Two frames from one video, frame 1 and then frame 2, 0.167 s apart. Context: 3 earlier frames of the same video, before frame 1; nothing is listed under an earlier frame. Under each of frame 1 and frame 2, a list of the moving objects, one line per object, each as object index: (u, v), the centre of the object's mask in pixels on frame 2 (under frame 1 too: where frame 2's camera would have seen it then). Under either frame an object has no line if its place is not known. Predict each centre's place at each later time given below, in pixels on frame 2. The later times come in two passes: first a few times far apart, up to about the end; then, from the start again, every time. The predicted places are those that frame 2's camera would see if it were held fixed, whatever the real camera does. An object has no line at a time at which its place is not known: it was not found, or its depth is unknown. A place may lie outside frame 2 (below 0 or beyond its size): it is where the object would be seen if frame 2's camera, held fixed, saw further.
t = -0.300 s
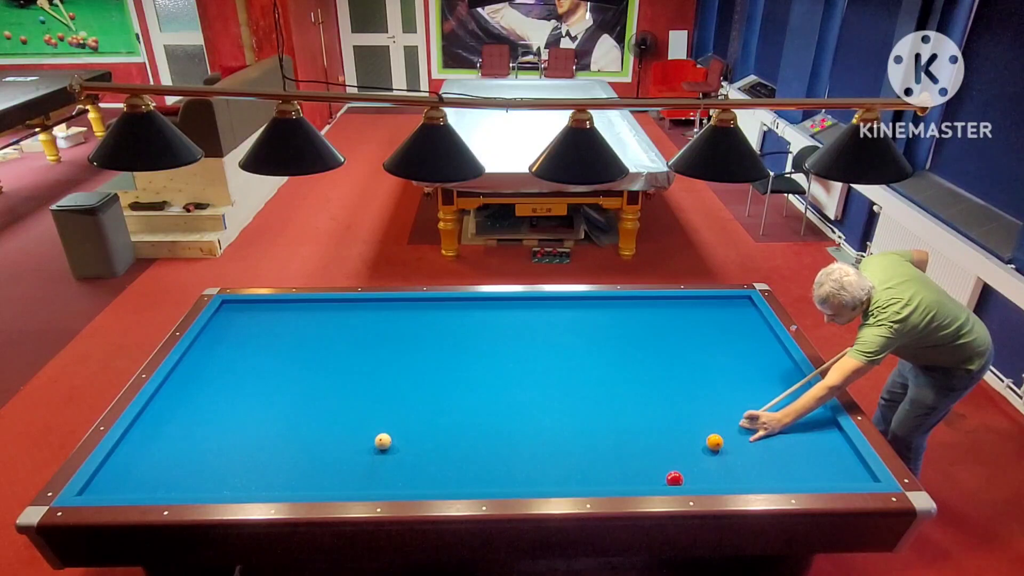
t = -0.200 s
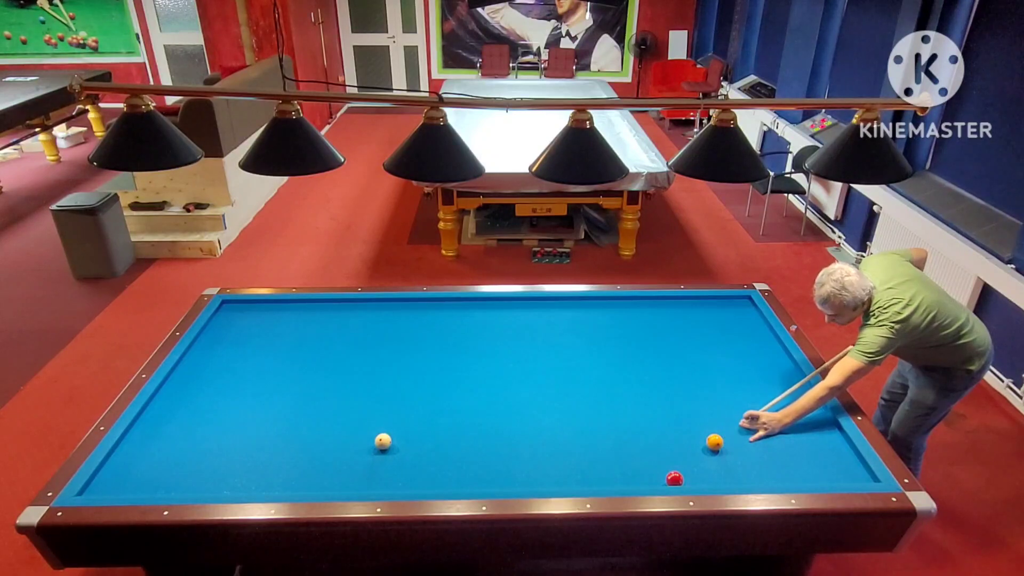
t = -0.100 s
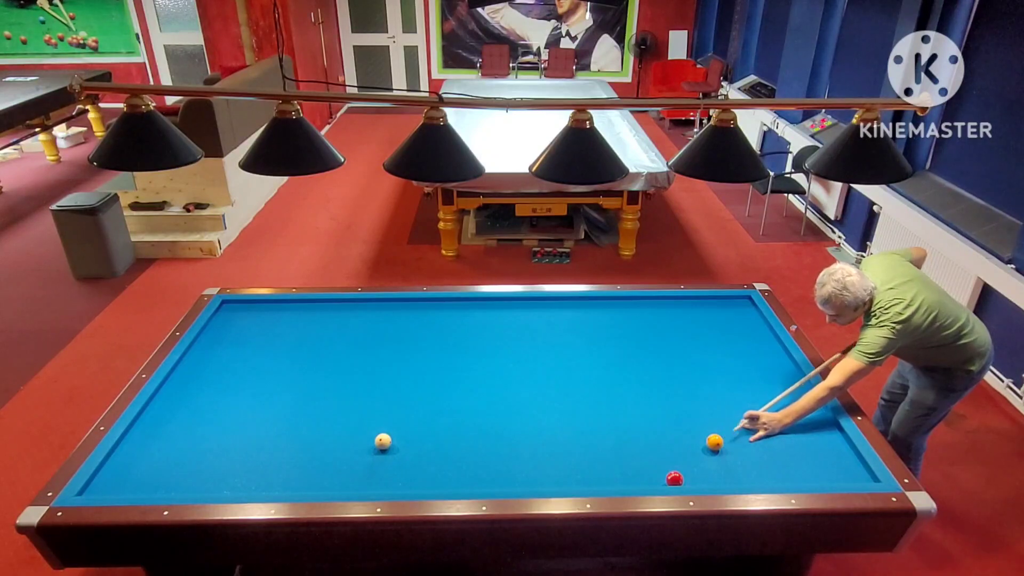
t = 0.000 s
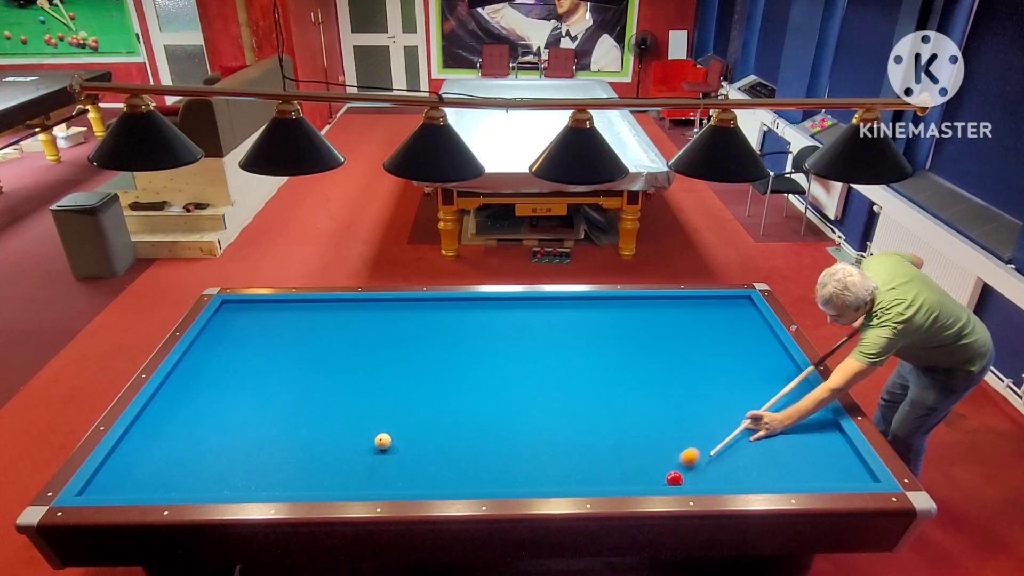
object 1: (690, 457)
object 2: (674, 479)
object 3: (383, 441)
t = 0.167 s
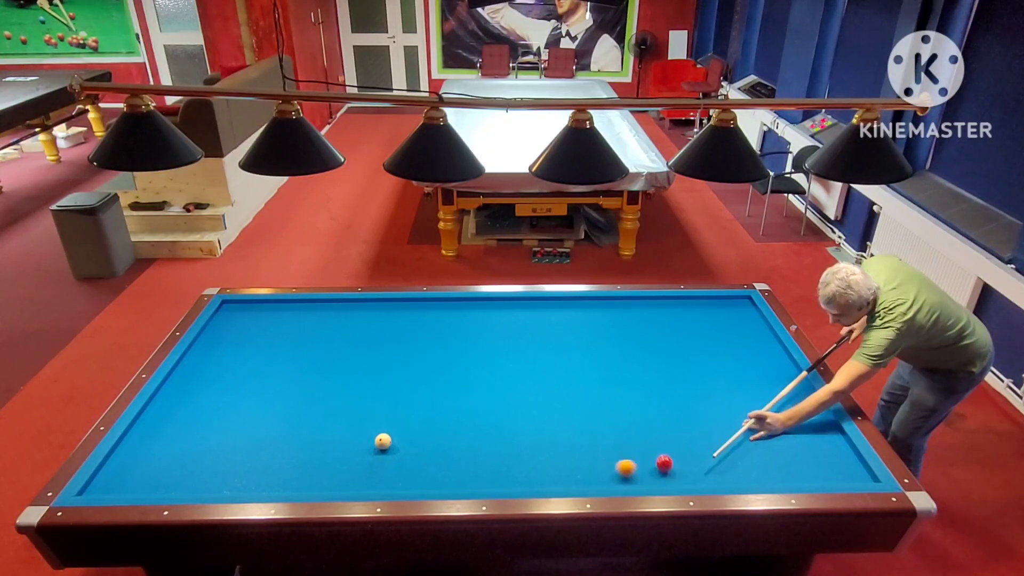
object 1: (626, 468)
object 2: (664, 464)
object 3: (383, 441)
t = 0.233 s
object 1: (601, 470)
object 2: (659, 455)
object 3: (383, 441)
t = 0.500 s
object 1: (500, 481)
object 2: (640, 422)
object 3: (383, 441)
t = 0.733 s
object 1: (413, 482)
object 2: (626, 398)
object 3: (383, 441)
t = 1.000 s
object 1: (319, 479)
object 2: (611, 373)
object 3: (383, 441)
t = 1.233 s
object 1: (239, 476)
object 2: (600, 353)
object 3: (383, 441)
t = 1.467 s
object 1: (160, 474)
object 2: (590, 335)
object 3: (383, 441)
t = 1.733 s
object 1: (122, 477)
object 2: (580, 317)
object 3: (383, 441)
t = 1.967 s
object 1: (162, 488)
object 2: (572, 303)
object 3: (383, 441)
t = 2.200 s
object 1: (201, 484)
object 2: (569, 306)
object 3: (383, 441)
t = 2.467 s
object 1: (245, 476)
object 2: (568, 315)
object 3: (383, 441)
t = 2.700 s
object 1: (281, 469)
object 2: (566, 323)
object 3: (383, 441)
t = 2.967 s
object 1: (321, 461)
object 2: (565, 332)
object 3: (383, 441)
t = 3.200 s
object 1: (354, 455)
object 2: (563, 341)
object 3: (383, 441)
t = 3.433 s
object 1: (381, 453)
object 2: (562, 349)
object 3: (388, 438)
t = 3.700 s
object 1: (403, 456)
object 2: (561, 359)
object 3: (398, 429)
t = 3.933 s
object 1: (422, 459)
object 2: (559, 367)
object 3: (407, 423)
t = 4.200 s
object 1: (443, 462)
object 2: (558, 377)
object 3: (416, 416)
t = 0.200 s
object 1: (613, 469)
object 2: (662, 459)
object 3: (383, 441)
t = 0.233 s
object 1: (601, 470)
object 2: (659, 455)
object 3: (383, 441)
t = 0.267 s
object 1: (588, 472)
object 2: (656, 451)
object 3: (383, 441)
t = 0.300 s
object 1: (576, 473)
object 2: (654, 446)
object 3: (383, 441)
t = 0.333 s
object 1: (563, 475)
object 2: (652, 442)
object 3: (383, 441)
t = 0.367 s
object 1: (551, 477)
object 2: (649, 438)
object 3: (383, 441)
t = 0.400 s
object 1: (538, 478)
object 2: (647, 434)
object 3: (383, 441)
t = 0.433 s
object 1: (525, 479)
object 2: (645, 430)
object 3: (383, 441)
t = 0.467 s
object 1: (512, 480)
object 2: (643, 426)
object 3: (383, 441)
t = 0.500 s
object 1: (500, 481)
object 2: (640, 422)
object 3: (383, 441)
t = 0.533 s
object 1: (486, 482)
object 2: (638, 419)
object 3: (383, 441)
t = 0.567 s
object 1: (474, 483)
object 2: (636, 415)
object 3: (383, 441)
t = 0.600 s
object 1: (462, 482)
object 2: (634, 412)
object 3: (383, 441)
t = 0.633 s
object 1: (449, 482)
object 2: (632, 408)
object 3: (383, 441)
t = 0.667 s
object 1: (437, 482)
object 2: (630, 404)
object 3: (383, 441)
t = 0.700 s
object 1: (426, 482)
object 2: (628, 401)
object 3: (383, 441)
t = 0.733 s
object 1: (413, 482)
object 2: (626, 398)
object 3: (383, 441)
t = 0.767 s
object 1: (402, 482)
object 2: (624, 394)
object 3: (383, 441)
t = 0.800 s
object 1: (390, 481)
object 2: (622, 391)
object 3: (383, 441)
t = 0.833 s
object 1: (378, 481)
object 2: (620, 388)
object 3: (383, 441)
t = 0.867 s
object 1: (366, 481)
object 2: (618, 385)
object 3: (383, 441)
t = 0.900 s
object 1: (355, 480)
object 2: (617, 382)
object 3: (383, 441)
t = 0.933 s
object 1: (342, 480)
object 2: (615, 379)
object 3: (383, 441)
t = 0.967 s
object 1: (331, 479)
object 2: (613, 376)
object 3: (383, 441)
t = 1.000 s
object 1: (319, 479)
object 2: (611, 373)
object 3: (383, 441)
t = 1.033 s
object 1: (308, 479)
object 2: (610, 370)
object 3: (383, 441)
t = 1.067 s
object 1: (296, 478)
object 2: (608, 367)
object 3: (383, 441)
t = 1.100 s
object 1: (285, 478)
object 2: (607, 364)
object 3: (383, 441)
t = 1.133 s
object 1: (273, 477)
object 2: (605, 361)
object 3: (383, 441)
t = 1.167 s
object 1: (262, 477)
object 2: (603, 358)
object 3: (383, 441)
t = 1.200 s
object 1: (250, 477)
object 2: (602, 356)
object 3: (383, 441)
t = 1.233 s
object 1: (239, 476)
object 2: (600, 353)
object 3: (383, 441)
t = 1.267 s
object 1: (227, 476)
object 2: (599, 350)
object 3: (383, 441)
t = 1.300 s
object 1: (216, 475)
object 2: (597, 348)
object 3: (383, 441)
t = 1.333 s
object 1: (205, 475)
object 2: (596, 345)
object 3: (383, 441)
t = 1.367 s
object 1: (193, 475)
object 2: (595, 343)
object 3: (383, 441)
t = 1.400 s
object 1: (182, 474)
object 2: (593, 340)
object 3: (383, 441)
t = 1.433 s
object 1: (171, 474)
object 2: (592, 338)
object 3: (383, 441)
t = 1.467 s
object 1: (160, 474)
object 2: (590, 335)
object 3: (383, 441)
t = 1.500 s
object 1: (149, 473)
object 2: (589, 333)
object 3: (383, 441)
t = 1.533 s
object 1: (137, 473)
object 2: (588, 331)
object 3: (383, 441)
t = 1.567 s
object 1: (126, 472)
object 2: (586, 328)
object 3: (383, 441)
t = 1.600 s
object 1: (116, 472)
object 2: (585, 326)
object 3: (383, 441)
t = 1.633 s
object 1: (104, 471)
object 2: (584, 324)
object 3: (383, 441)
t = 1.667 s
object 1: (107, 473)
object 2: (582, 322)
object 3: (383, 441)
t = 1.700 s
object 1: (115, 475)
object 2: (581, 320)
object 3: (383, 441)
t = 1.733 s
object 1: (122, 477)
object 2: (580, 317)
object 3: (383, 441)
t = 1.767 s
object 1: (129, 479)
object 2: (579, 315)
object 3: (383, 441)
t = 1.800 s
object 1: (136, 480)
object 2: (577, 313)
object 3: (383, 441)
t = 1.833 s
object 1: (142, 482)
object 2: (576, 311)
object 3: (383, 441)
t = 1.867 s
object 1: (147, 484)
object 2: (575, 309)
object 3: (383, 441)
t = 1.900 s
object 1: (152, 485)
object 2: (574, 307)
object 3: (383, 441)
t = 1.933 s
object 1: (157, 487)
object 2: (573, 305)
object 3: (383, 441)
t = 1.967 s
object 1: (162, 488)
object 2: (572, 303)
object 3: (383, 441)
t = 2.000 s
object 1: (167, 489)
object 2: (571, 301)
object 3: (383, 441)
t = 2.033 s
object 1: (173, 488)
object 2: (570, 300)
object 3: (383, 441)
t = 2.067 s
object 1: (179, 487)
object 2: (570, 301)
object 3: (383, 441)
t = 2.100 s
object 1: (184, 486)
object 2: (569, 303)
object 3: (383, 441)
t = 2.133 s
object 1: (190, 486)
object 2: (569, 304)
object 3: (383, 441)
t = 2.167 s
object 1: (196, 485)
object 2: (569, 305)
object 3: (383, 441)
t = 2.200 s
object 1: (201, 484)
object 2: (569, 306)
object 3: (383, 441)
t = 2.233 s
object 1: (207, 483)
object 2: (569, 307)
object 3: (383, 441)
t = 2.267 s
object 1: (212, 482)
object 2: (569, 309)
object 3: (383, 441)
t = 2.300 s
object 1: (218, 481)
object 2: (569, 310)
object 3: (383, 441)
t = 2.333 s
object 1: (224, 480)
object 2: (568, 311)
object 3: (383, 441)
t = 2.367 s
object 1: (229, 479)
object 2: (568, 312)
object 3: (383, 441)
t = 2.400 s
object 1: (234, 478)
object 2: (568, 313)
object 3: (383, 441)
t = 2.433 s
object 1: (240, 477)
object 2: (568, 314)
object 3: (383, 441)
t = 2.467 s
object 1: (245, 476)
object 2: (568, 315)
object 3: (383, 441)
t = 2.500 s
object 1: (250, 475)
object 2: (568, 316)
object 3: (383, 441)
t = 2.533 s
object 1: (255, 474)
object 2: (567, 317)
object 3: (383, 441)
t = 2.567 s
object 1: (261, 473)
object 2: (567, 319)
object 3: (383, 441)
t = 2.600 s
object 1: (266, 472)
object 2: (567, 320)
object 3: (383, 441)
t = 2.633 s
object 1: (271, 471)
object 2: (567, 321)
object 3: (383, 441)
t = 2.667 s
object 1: (276, 470)
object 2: (567, 322)
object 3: (383, 441)
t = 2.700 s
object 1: (281, 469)
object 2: (566, 323)
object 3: (383, 441)
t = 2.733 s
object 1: (287, 468)
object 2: (566, 324)
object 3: (383, 441)
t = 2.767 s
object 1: (291, 467)
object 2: (566, 325)
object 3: (383, 441)
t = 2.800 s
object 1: (296, 466)
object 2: (566, 327)
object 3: (383, 441)
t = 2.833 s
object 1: (302, 465)
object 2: (566, 328)
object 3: (383, 441)
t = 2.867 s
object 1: (307, 464)
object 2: (565, 329)
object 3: (383, 441)
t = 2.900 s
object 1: (311, 463)
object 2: (565, 330)
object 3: (383, 441)
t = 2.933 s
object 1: (316, 462)
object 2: (565, 331)
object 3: (383, 441)
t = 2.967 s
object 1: (321, 461)
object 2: (565, 332)
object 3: (383, 441)
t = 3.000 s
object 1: (326, 461)
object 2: (565, 334)
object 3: (383, 441)
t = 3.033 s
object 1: (330, 460)
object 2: (565, 335)
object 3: (383, 441)
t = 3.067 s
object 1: (335, 458)
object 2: (564, 336)
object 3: (383, 441)
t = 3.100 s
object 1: (340, 457)
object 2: (564, 337)
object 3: (383, 441)
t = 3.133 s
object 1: (345, 457)
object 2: (564, 338)
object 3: (383, 441)
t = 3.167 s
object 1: (349, 456)
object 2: (564, 339)
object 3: (383, 441)
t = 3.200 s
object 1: (354, 455)
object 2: (563, 341)
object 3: (383, 441)
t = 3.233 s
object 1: (358, 454)
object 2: (563, 342)
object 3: (383, 441)
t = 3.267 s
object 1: (363, 453)
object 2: (563, 343)
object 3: (383, 441)
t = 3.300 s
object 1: (367, 453)
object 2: (563, 344)
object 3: (383, 441)
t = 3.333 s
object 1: (372, 451)
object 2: (563, 345)
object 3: (383, 441)
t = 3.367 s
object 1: (375, 452)
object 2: (562, 347)
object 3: (385, 440)
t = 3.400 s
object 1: (378, 452)
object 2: (562, 348)
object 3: (386, 439)
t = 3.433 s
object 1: (381, 453)
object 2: (562, 349)
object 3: (388, 438)
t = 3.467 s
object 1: (383, 453)
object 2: (562, 350)
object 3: (389, 437)
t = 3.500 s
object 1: (386, 453)
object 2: (562, 352)
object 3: (390, 436)
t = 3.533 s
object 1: (389, 454)
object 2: (562, 353)
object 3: (392, 434)
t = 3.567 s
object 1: (392, 454)
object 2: (561, 354)
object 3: (393, 433)
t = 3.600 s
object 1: (394, 454)
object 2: (561, 355)
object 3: (394, 432)
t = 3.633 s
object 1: (397, 455)
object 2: (561, 356)
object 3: (396, 431)
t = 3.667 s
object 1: (400, 455)
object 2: (561, 358)
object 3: (397, 430)
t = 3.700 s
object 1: (403, 456)
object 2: (561, 359)
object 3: (398, 429)
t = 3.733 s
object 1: (406, 456)
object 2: (560, 360)
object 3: (400, 428)
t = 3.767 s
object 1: (408, 457)
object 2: (560, 361)
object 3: (401, 427)
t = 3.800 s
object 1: (411, 457)
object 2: (560, 362)
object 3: (402, 426)
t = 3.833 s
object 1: (414, 458)
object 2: (560, 364)
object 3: (403, 425)
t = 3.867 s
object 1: (416, 458)
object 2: (560, 365)
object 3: (405, 424)
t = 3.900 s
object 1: (419, 458)
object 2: (559, 366)
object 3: (406, 423)
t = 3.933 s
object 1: (422, 459)
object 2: (559, 367)
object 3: (407, 423)
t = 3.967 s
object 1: (425, 459)
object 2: (559, 368)
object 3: (408, 422)
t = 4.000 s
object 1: (427, 459)
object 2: (559, 370)
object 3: (409, 421)
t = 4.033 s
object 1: (430, 460)
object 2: (559, 371)
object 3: (411, 420)
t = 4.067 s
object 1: (433, 460)
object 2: (558, 372)
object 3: (412, 419)
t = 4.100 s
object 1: (435, 461)
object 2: (558, 373)
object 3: (413, 418)
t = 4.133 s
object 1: (438, 461)
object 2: (558, 374)
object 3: (414, 417)
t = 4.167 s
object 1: (441, 462)
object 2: (558, 376)
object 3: (415, 416)
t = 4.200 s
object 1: (443, 462)
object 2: (558, 377)
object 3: (416, 416)
